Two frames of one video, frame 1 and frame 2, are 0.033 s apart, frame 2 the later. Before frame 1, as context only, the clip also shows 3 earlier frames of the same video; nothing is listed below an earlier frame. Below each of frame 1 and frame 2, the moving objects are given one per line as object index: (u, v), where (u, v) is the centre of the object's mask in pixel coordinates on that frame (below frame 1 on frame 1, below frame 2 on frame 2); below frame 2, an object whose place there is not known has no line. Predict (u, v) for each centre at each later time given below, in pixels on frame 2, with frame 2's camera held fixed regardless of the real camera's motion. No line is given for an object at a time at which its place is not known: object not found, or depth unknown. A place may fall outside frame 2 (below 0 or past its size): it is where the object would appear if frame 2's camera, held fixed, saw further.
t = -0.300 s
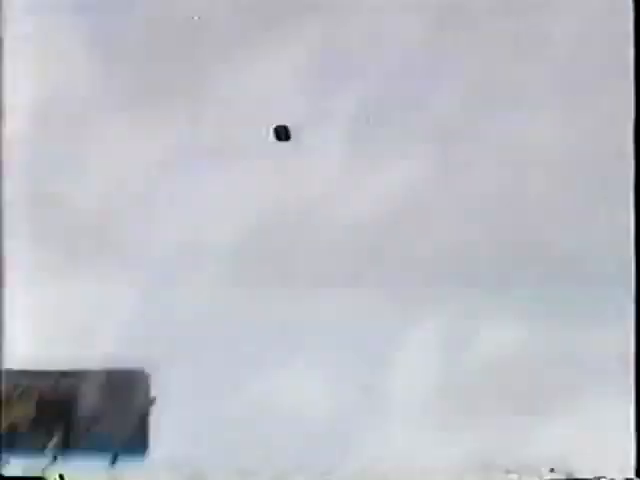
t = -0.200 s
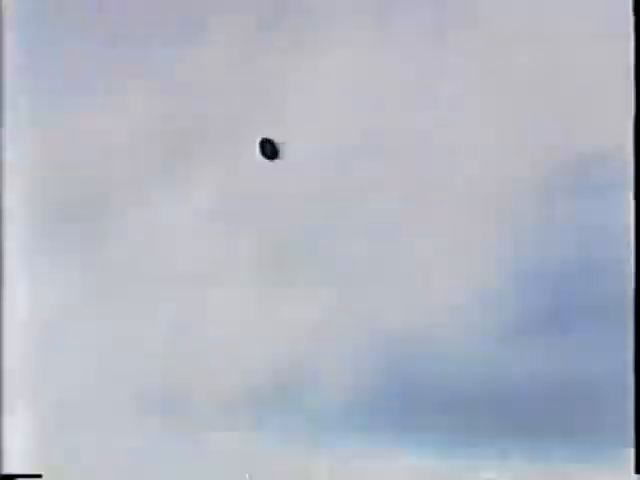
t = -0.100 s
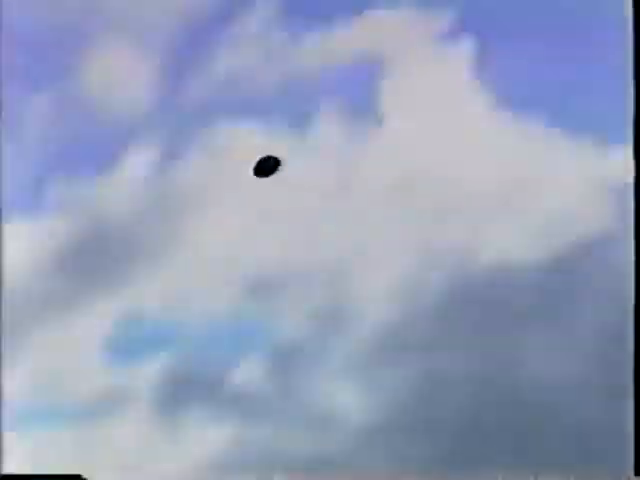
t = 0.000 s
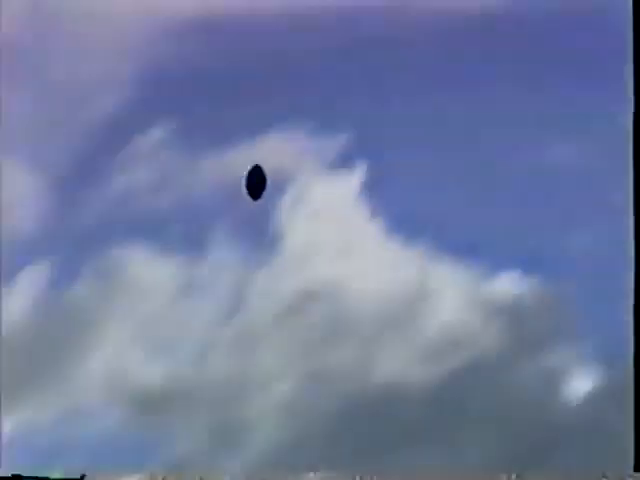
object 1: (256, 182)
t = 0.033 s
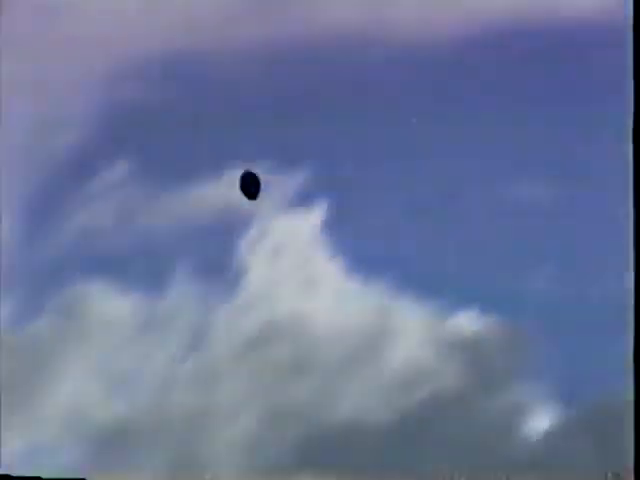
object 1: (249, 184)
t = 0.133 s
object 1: (360, 89)
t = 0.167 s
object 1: (388, 60)
